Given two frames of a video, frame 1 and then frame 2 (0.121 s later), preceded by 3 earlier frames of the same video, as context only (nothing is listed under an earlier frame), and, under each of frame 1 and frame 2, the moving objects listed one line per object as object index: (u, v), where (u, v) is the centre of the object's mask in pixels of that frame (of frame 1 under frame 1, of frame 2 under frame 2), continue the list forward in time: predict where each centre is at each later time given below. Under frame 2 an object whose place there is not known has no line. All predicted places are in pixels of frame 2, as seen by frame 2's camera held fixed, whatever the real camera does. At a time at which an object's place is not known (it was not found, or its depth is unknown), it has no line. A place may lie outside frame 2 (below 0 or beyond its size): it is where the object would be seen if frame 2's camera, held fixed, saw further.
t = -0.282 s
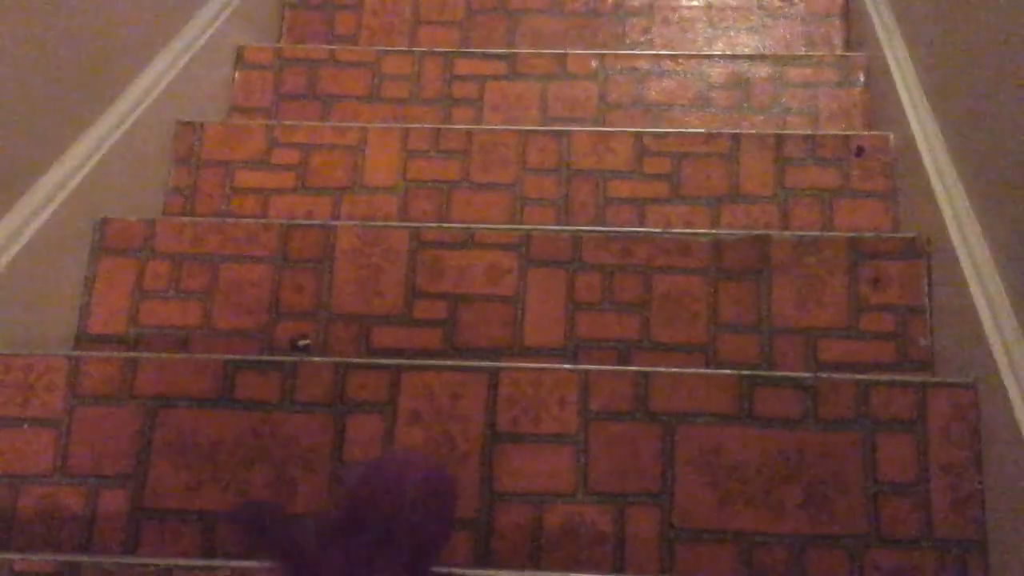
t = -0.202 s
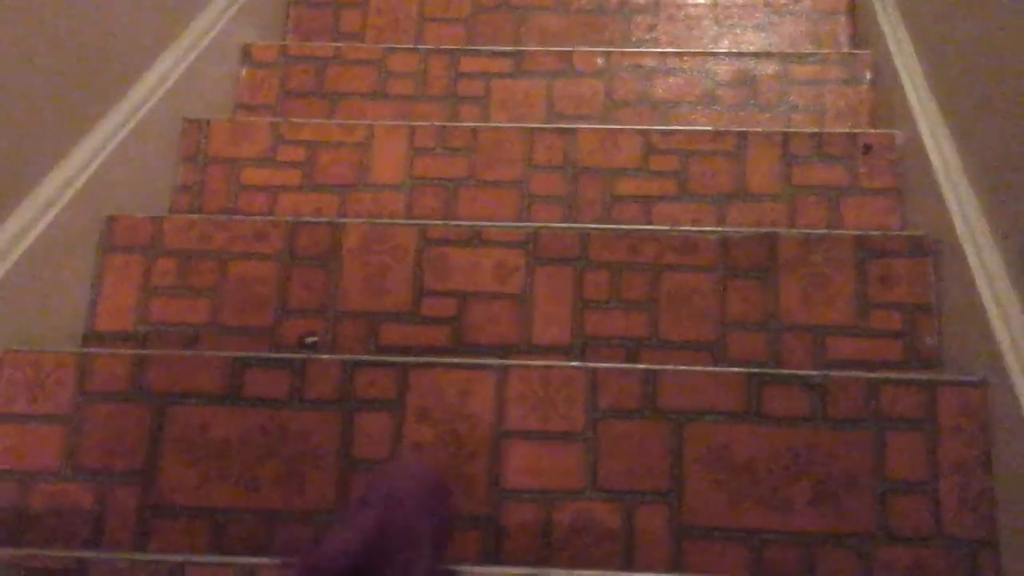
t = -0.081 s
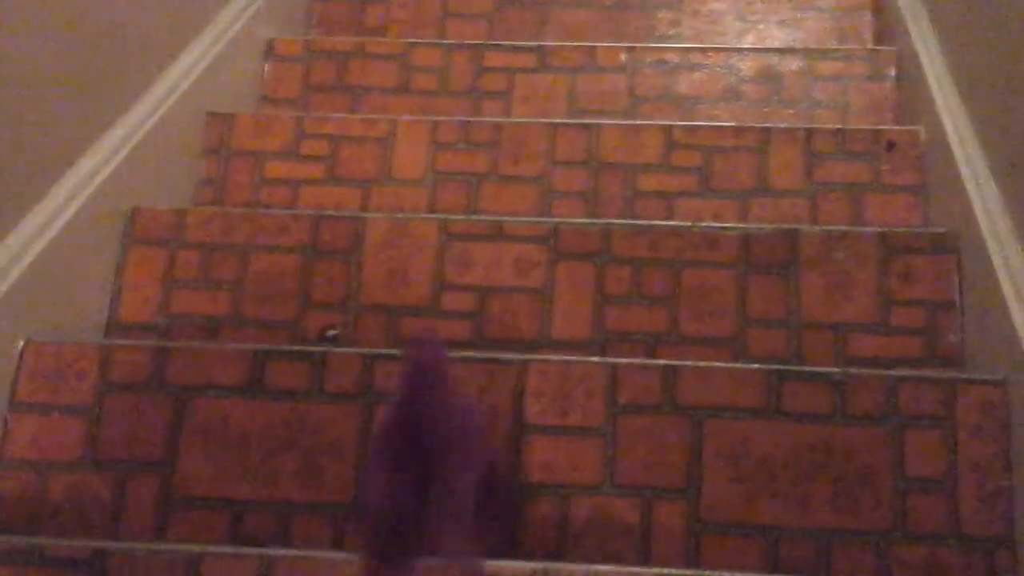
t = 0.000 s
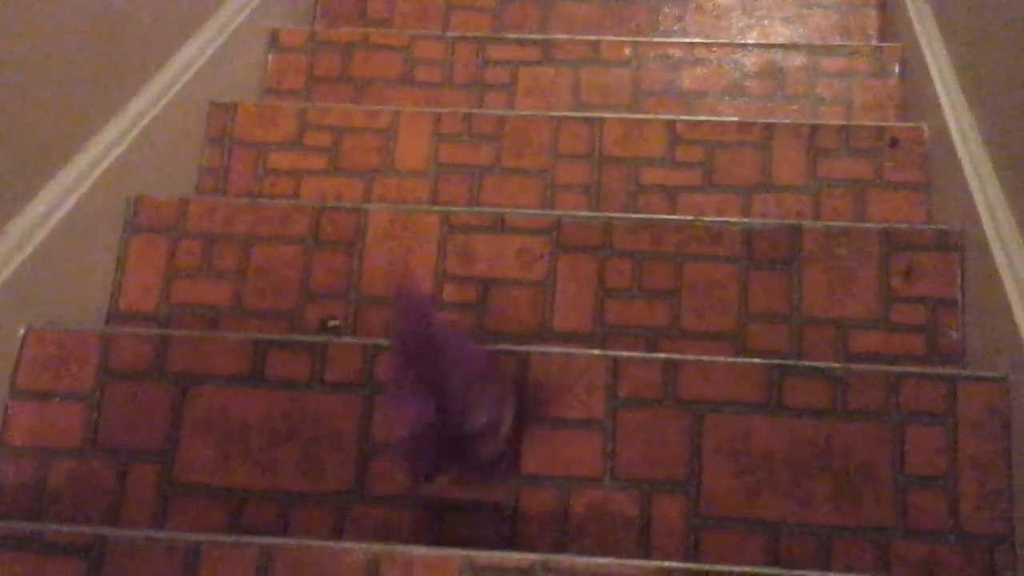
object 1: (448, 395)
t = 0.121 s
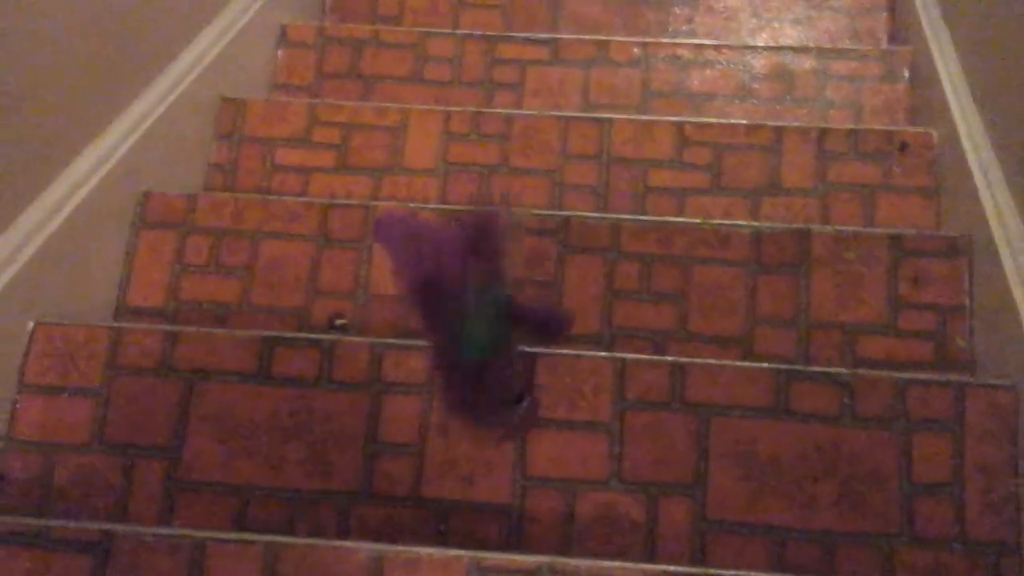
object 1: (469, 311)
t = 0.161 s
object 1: (471, 285)
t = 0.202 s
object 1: (476, 261)
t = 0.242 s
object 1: (479, 246)
